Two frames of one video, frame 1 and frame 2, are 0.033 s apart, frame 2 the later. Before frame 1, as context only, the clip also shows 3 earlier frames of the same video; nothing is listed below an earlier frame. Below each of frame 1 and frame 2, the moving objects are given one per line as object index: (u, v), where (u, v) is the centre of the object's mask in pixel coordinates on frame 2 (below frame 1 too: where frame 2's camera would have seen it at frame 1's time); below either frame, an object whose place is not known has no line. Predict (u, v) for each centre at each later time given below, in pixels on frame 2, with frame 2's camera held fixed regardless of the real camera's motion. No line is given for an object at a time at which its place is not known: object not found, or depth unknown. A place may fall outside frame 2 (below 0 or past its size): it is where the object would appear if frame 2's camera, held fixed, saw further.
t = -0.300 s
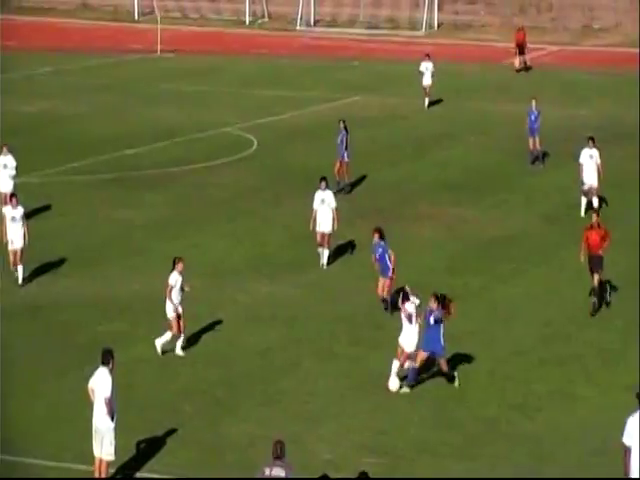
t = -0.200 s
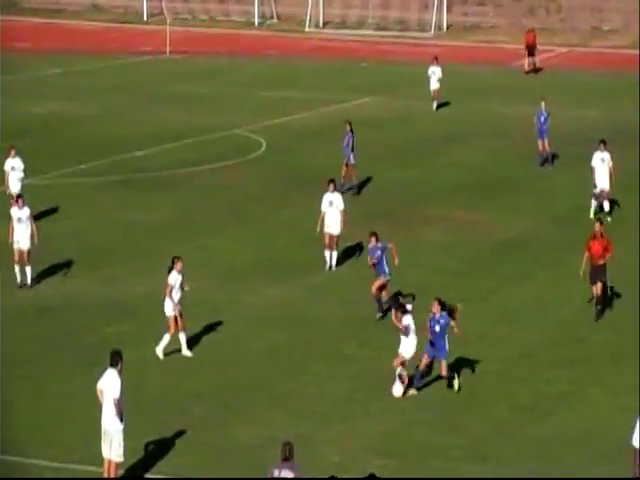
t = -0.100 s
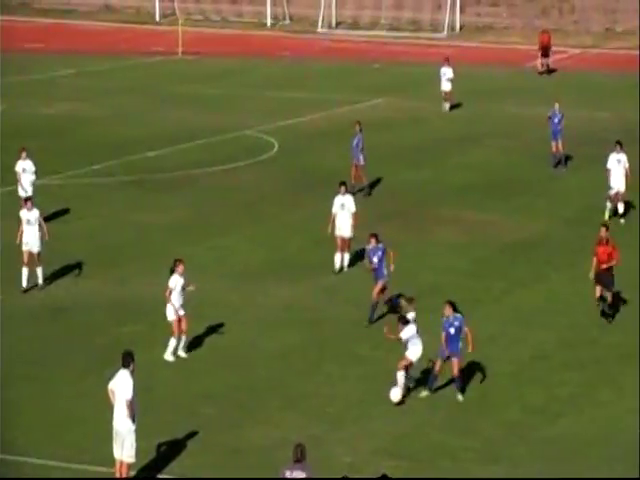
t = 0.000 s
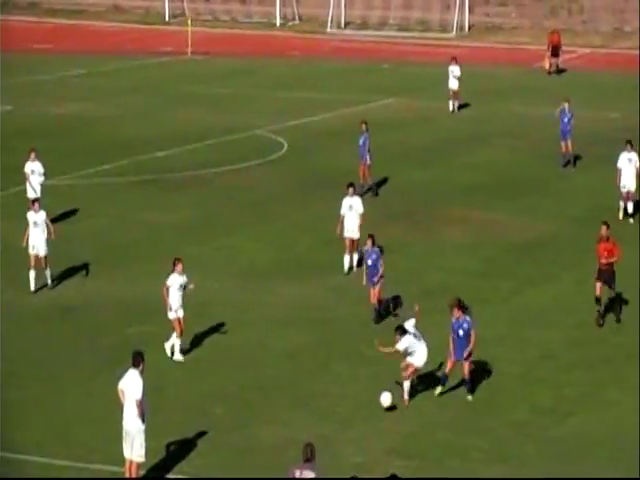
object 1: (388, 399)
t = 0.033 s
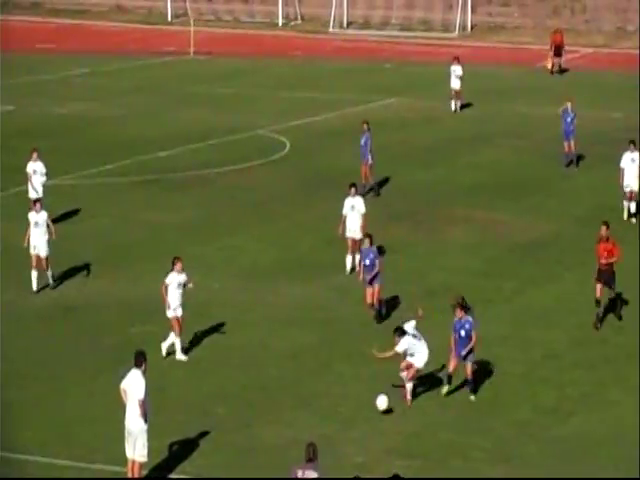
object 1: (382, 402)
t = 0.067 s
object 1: (375, 407)
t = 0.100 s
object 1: (369, 412)
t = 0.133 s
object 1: (362, 418)
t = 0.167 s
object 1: (355, 423)
